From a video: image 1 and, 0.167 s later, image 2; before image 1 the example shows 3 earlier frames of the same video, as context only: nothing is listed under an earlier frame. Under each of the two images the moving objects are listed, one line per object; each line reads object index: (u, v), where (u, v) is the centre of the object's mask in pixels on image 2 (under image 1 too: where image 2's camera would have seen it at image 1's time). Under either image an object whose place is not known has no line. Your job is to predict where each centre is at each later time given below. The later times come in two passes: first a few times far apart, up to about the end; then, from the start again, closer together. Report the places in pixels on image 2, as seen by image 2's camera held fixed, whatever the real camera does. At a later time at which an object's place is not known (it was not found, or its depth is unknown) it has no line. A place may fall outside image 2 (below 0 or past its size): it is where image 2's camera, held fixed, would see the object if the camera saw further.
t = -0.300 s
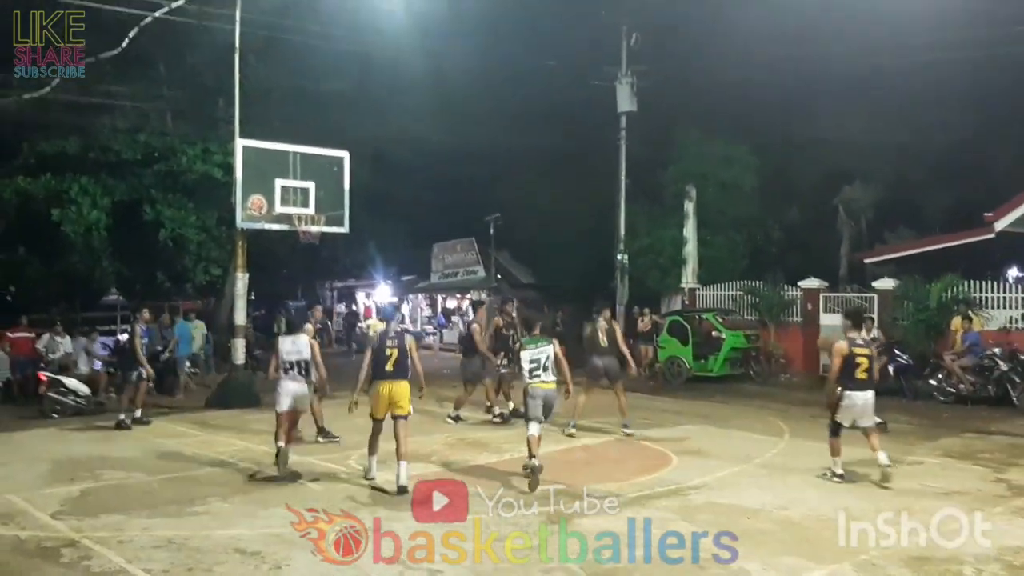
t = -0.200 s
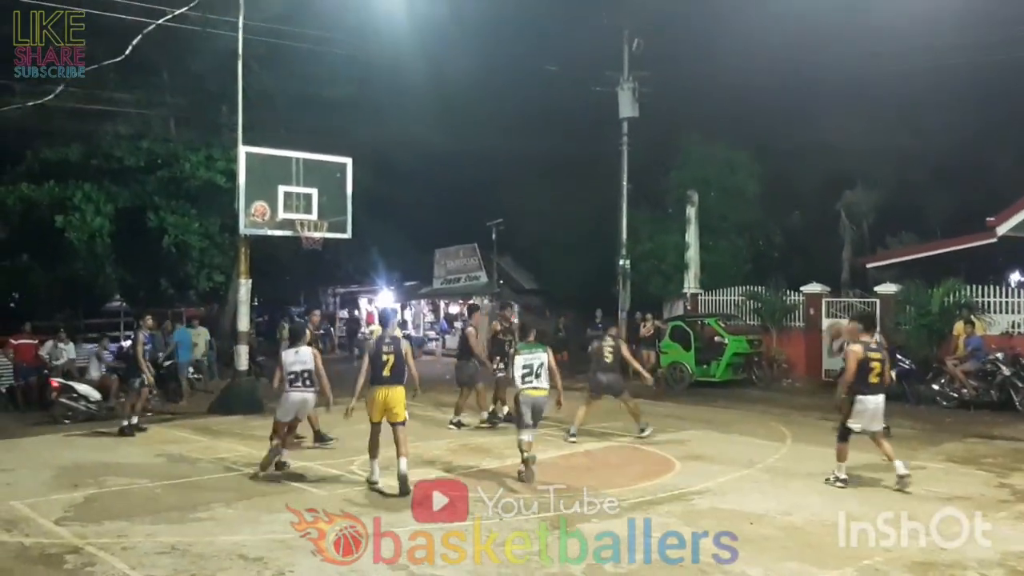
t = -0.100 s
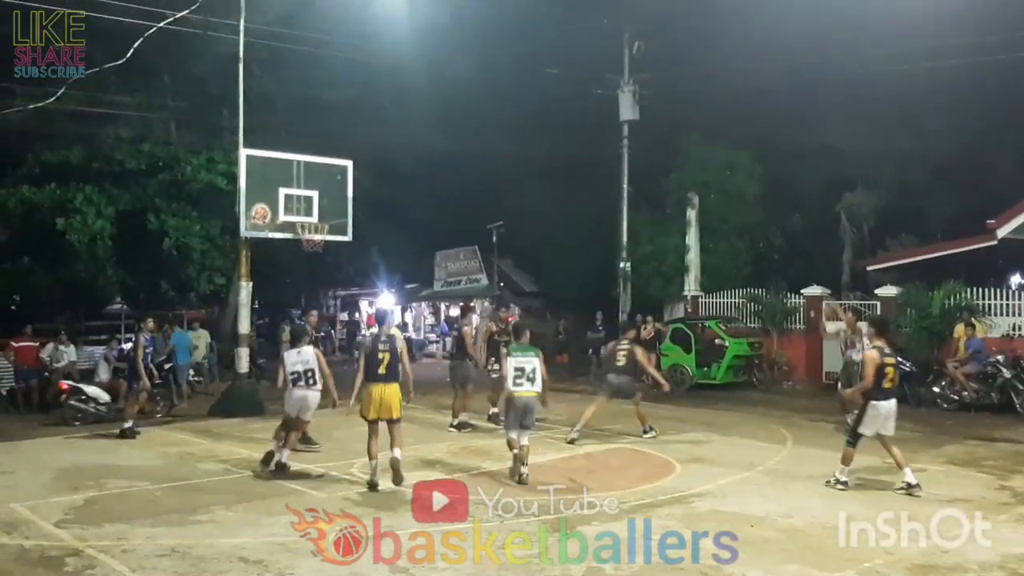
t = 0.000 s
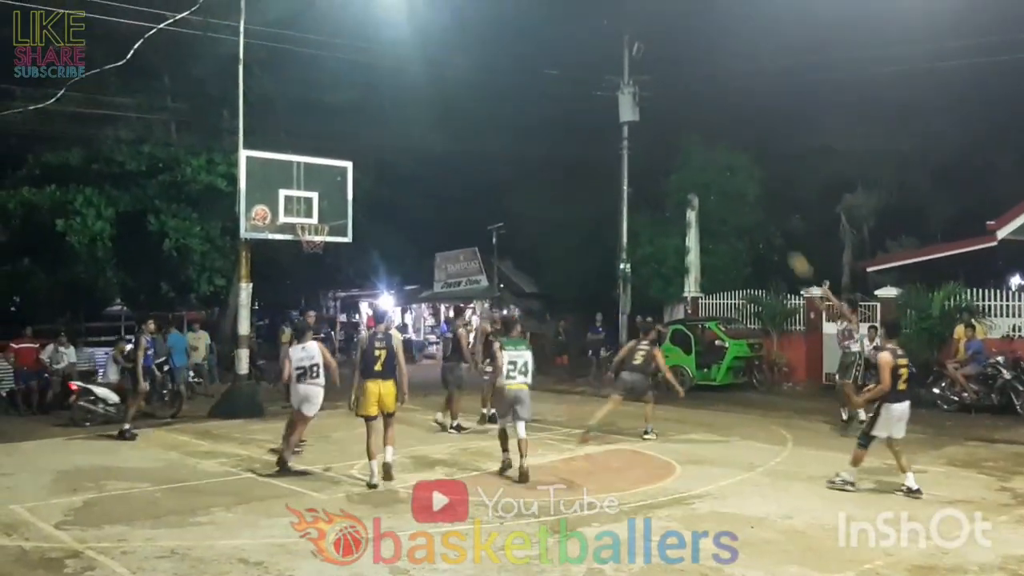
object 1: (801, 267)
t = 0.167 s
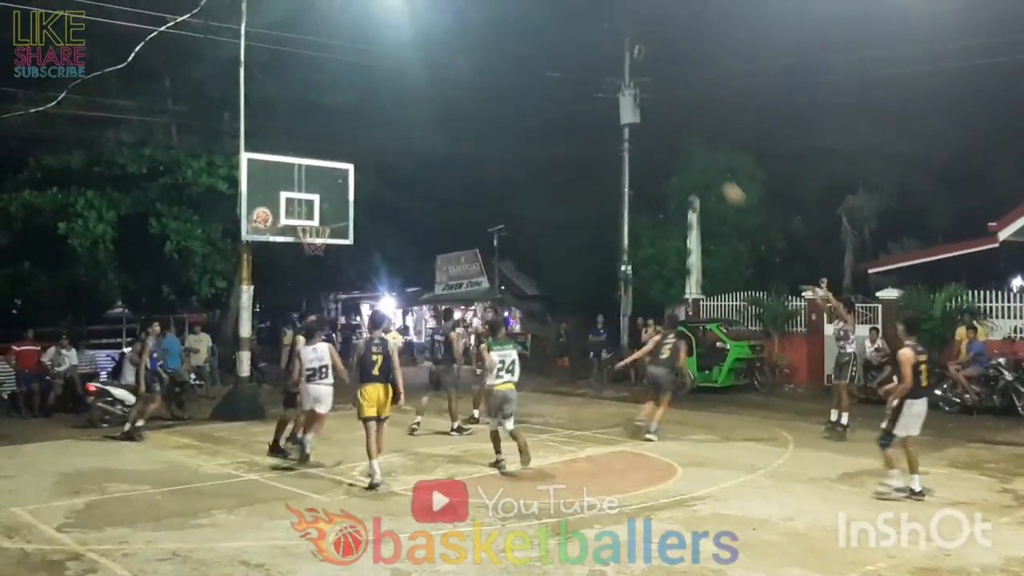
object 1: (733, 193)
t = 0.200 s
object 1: (720, 182)
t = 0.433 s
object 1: (633, 122)
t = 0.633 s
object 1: (558, 99)
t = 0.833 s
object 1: (486, 105)
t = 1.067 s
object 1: (406, 143)
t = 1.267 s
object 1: (337, 203)
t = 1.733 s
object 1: (292, 251)
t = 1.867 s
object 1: (292, 278)
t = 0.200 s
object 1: (720, 182)
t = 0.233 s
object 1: (707, 171)
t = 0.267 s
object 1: (695, 160)
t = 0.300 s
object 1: (682, 151)
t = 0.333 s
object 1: (669, 143)
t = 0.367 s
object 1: (657, 135)
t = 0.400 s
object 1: (644, 128)
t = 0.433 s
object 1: (633, 122)
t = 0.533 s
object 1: (595, 107)
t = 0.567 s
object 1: (582, 104)
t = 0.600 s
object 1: (570, 101)
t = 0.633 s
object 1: (558, 99)
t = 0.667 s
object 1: (546, 99)
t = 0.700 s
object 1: (534, 99)
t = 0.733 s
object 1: (522, 99)
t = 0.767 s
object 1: (510, 101)
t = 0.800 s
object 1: (497, 102)
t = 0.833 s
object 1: (486, 105)
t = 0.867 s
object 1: (474, 109)
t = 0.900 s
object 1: (462, 112)
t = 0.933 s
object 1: (451, 118)
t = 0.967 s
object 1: (440, 123)
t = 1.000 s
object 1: (428, 129)
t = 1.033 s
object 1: (417, 136)
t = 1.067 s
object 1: (406, 143)
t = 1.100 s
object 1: (394, 153)
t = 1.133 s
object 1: (382, 161)
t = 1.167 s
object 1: (371, 171)
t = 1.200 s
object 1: (361, 181)
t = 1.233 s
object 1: (347, 192)
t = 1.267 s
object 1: (337, 203)
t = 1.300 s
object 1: (327, 216)
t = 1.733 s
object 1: (292, 251)
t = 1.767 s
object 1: (292, 256)
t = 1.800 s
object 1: (292, 263)
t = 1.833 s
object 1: (292, 270)
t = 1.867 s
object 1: (292, 278)
